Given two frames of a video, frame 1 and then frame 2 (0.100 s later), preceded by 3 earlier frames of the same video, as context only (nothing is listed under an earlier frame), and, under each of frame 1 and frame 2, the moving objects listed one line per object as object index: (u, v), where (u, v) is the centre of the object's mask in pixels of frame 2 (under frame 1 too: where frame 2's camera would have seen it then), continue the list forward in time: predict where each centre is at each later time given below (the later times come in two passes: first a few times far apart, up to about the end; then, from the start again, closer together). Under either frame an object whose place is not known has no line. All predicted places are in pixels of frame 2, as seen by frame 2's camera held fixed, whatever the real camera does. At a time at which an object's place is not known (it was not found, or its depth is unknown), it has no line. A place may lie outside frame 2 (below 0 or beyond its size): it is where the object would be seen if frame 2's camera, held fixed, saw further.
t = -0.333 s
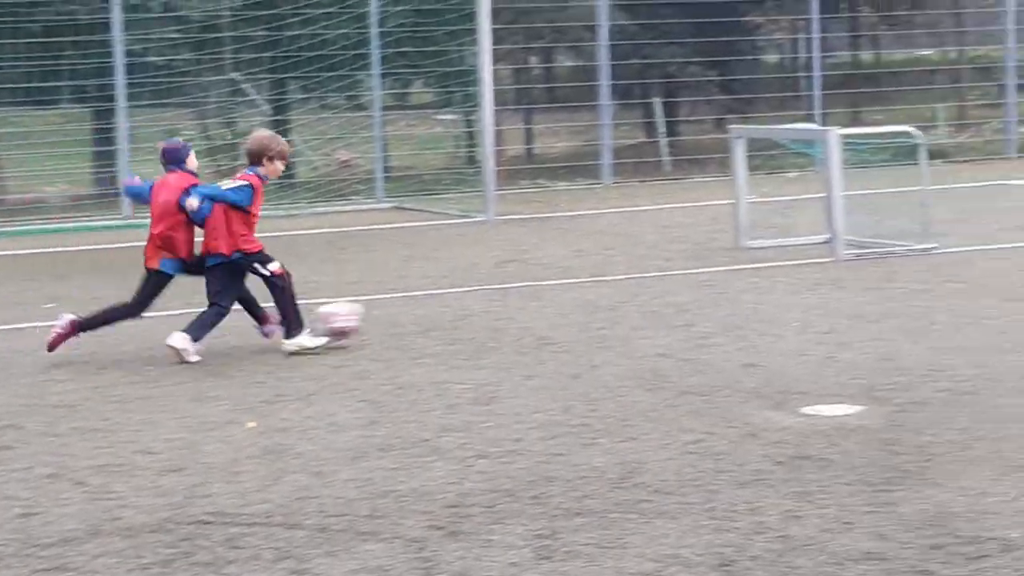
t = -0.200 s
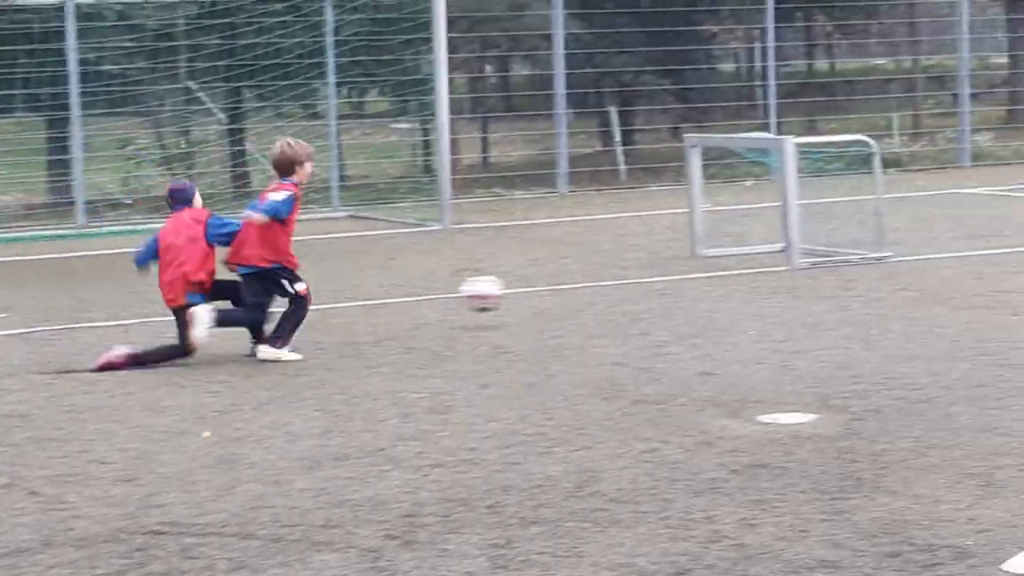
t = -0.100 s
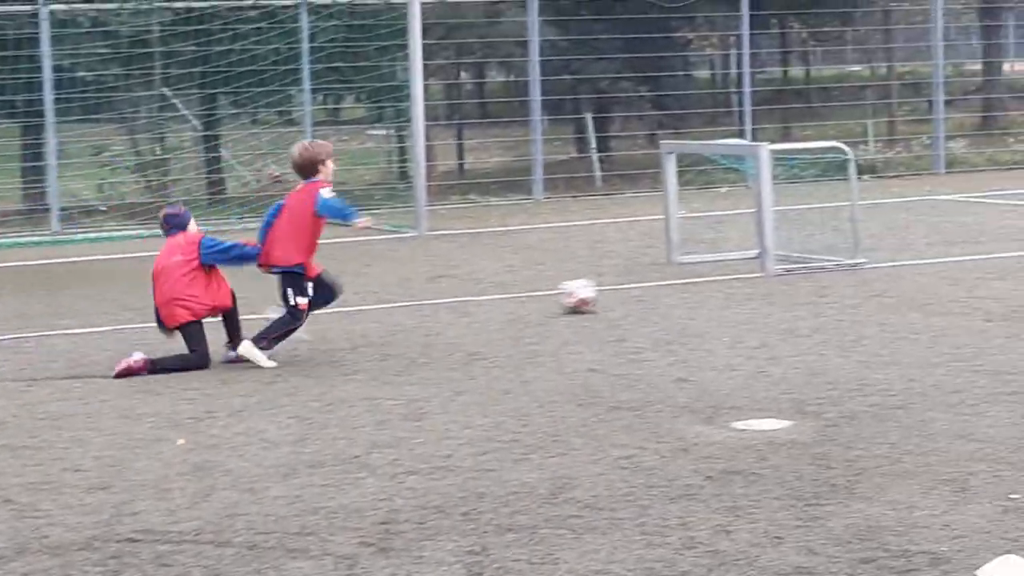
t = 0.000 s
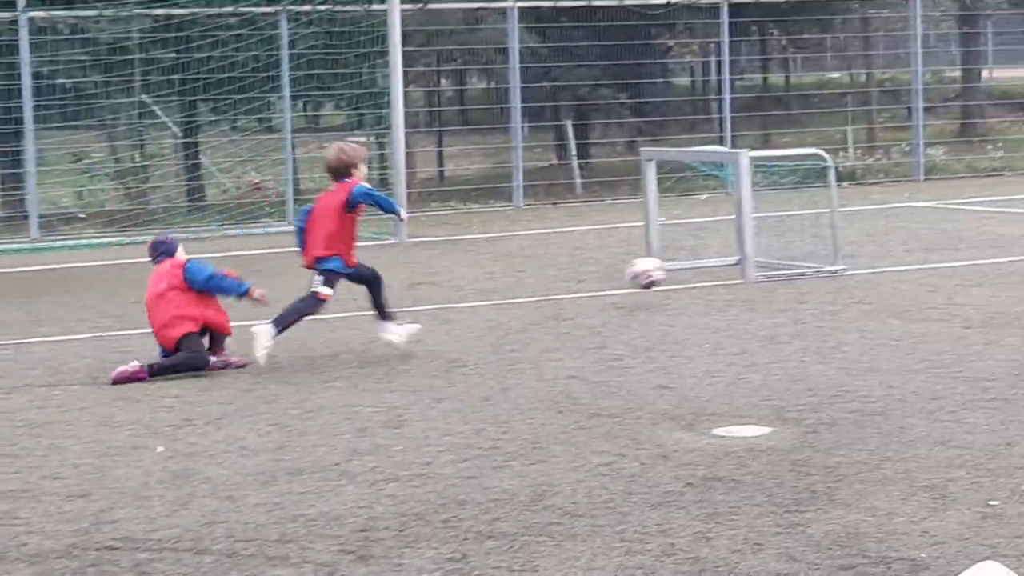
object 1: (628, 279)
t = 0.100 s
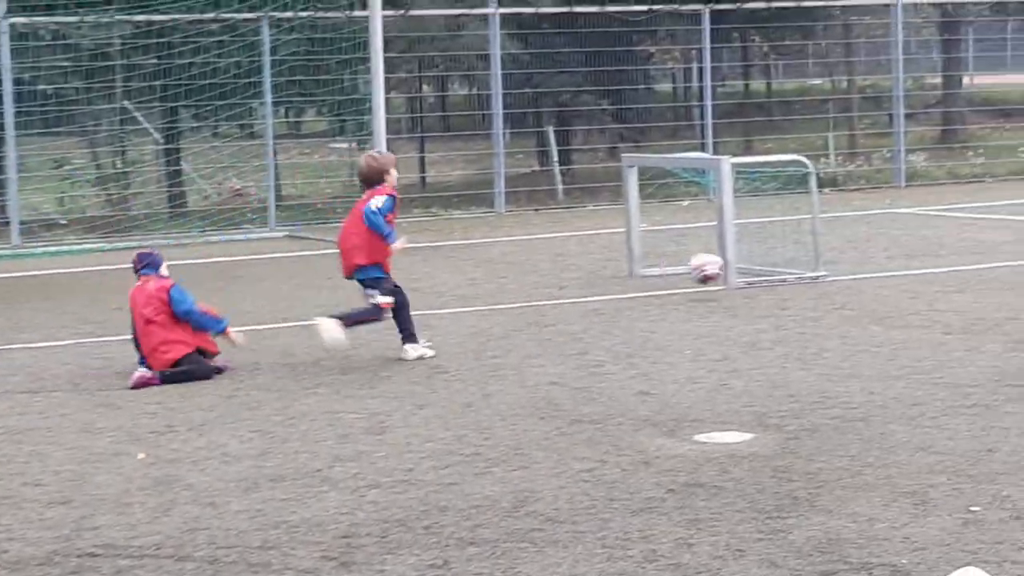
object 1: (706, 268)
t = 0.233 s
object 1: (798, 268)
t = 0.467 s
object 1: (869, 197)
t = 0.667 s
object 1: (929, 193)
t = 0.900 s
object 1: (1008, 272)
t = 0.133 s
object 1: (730, 267)
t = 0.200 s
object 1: (777, 270)
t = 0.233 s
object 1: (798, 268)
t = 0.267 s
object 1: (815, 257)
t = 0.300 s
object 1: (824, 244)
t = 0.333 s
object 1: (832, 231)
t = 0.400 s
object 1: (851, 211)
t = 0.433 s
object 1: (860, 204)
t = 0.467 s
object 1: (869, 197)
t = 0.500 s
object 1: (879, 192)
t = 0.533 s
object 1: (889, 190)
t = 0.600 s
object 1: (909, 190)
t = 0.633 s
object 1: (919, 190)
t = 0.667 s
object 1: (929, 193)
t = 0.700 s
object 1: (940, 200)
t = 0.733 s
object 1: (952, 209)
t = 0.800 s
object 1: (974, 228)
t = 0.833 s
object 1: (984, 239)
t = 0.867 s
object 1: (996, 254)
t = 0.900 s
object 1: (1008, 272)
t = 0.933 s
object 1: (1020, 292)
